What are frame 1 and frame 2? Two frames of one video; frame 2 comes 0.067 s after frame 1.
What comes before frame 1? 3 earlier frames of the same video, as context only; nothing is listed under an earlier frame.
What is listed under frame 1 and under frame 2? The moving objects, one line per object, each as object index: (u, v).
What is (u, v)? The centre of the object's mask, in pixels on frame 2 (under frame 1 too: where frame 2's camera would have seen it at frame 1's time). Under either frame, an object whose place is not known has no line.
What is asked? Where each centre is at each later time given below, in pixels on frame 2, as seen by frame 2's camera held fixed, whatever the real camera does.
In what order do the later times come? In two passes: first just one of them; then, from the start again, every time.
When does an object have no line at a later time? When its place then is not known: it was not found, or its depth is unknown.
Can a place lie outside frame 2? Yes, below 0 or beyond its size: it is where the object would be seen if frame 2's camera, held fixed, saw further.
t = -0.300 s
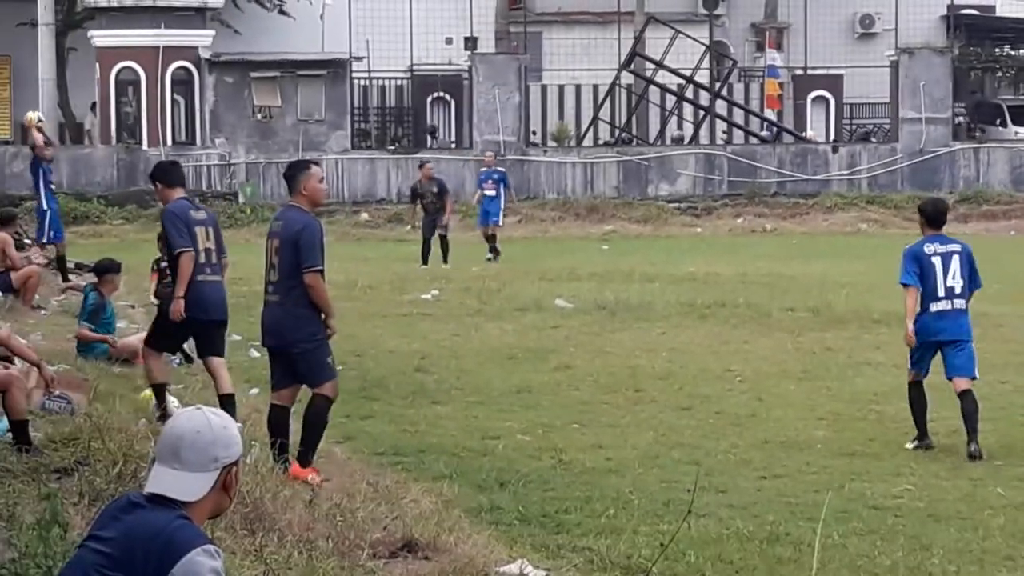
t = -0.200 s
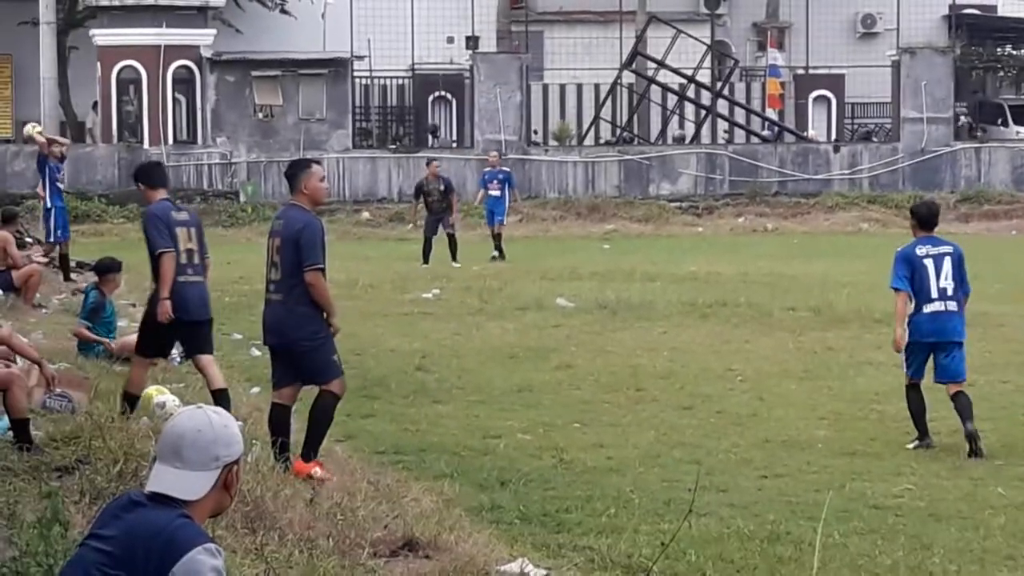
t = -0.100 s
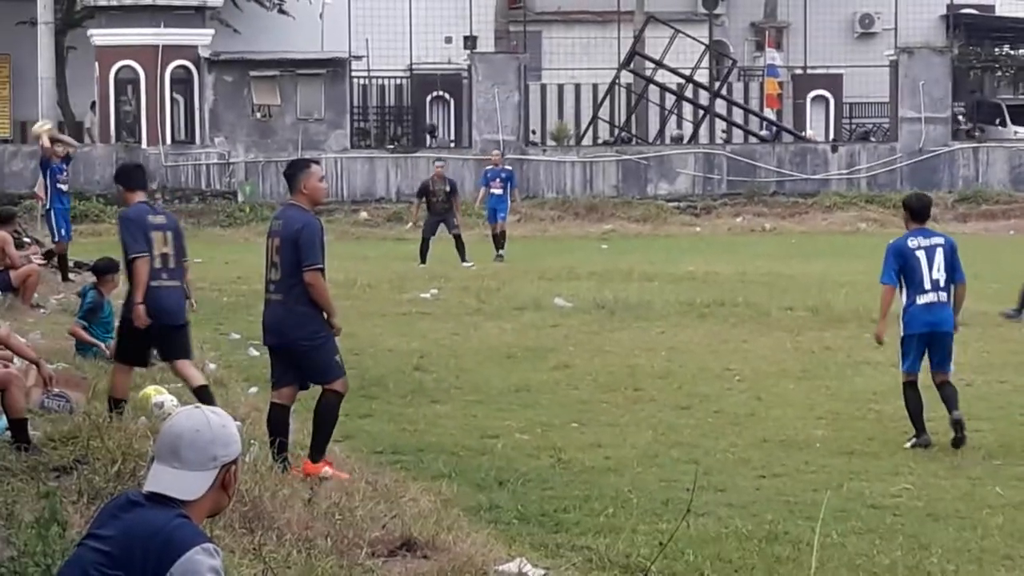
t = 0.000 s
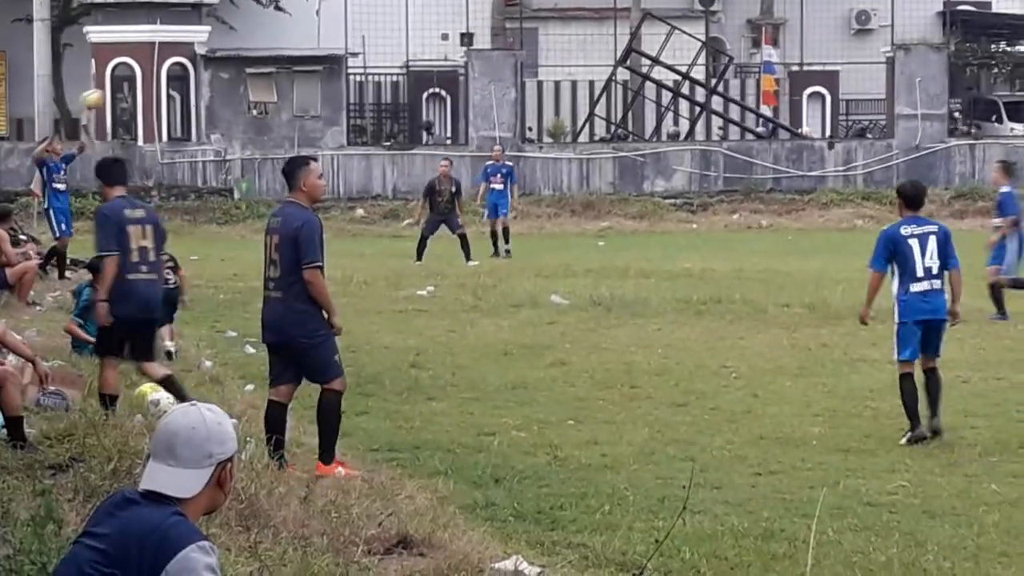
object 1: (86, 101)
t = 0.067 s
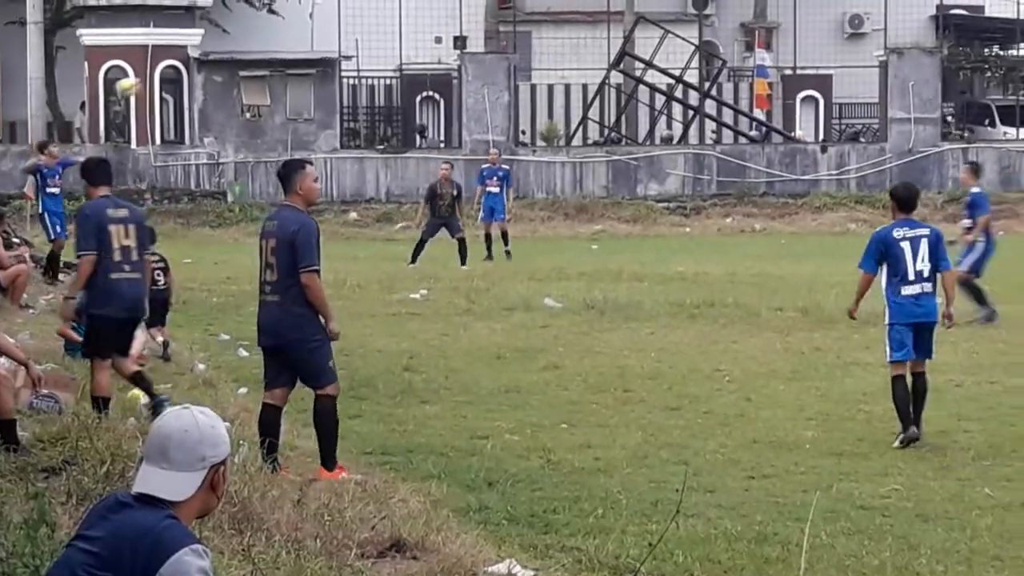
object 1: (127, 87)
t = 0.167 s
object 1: (195, 71)
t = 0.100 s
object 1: (150, 80)
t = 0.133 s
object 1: (171, 76)
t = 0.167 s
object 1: (195, 71)
